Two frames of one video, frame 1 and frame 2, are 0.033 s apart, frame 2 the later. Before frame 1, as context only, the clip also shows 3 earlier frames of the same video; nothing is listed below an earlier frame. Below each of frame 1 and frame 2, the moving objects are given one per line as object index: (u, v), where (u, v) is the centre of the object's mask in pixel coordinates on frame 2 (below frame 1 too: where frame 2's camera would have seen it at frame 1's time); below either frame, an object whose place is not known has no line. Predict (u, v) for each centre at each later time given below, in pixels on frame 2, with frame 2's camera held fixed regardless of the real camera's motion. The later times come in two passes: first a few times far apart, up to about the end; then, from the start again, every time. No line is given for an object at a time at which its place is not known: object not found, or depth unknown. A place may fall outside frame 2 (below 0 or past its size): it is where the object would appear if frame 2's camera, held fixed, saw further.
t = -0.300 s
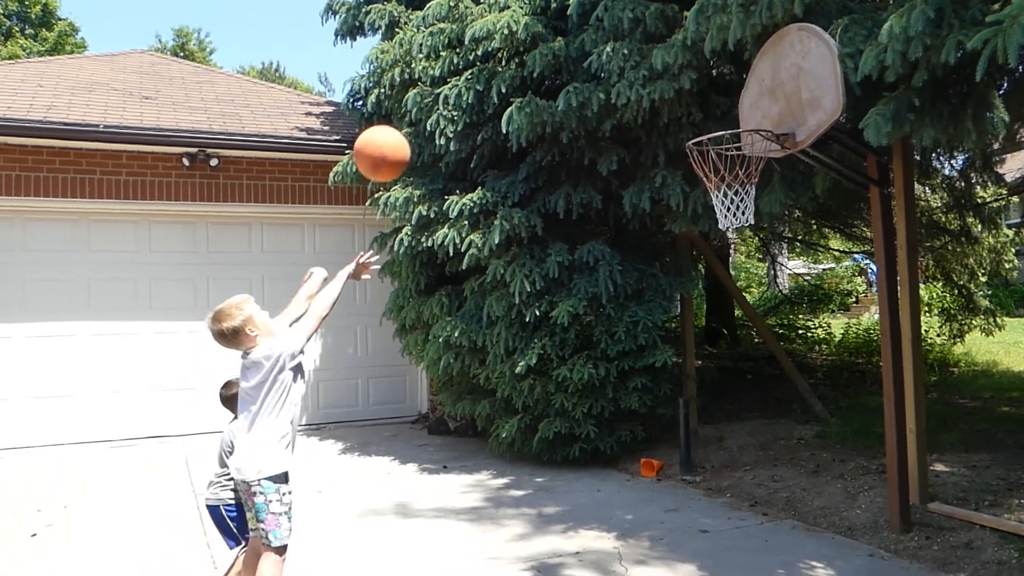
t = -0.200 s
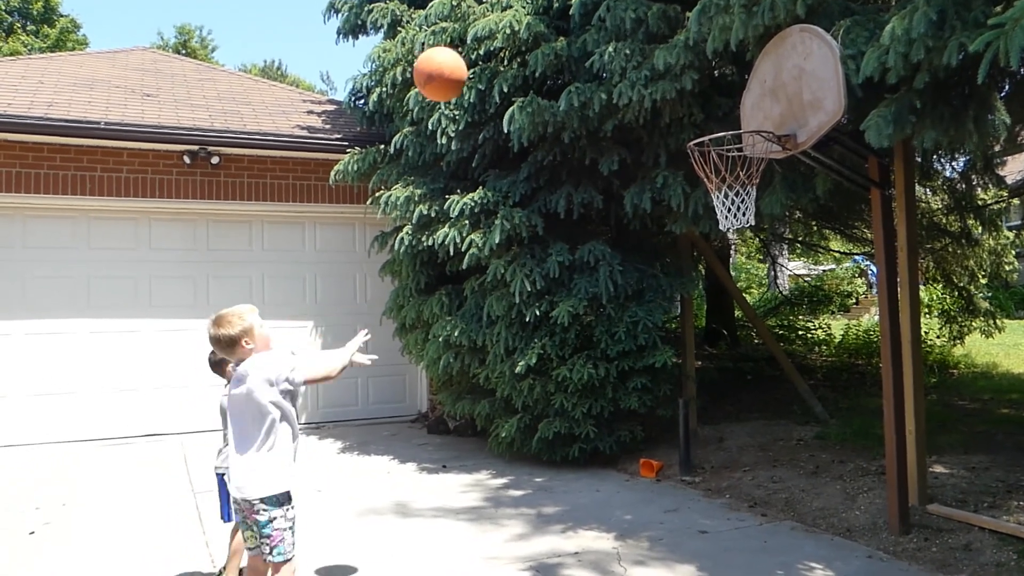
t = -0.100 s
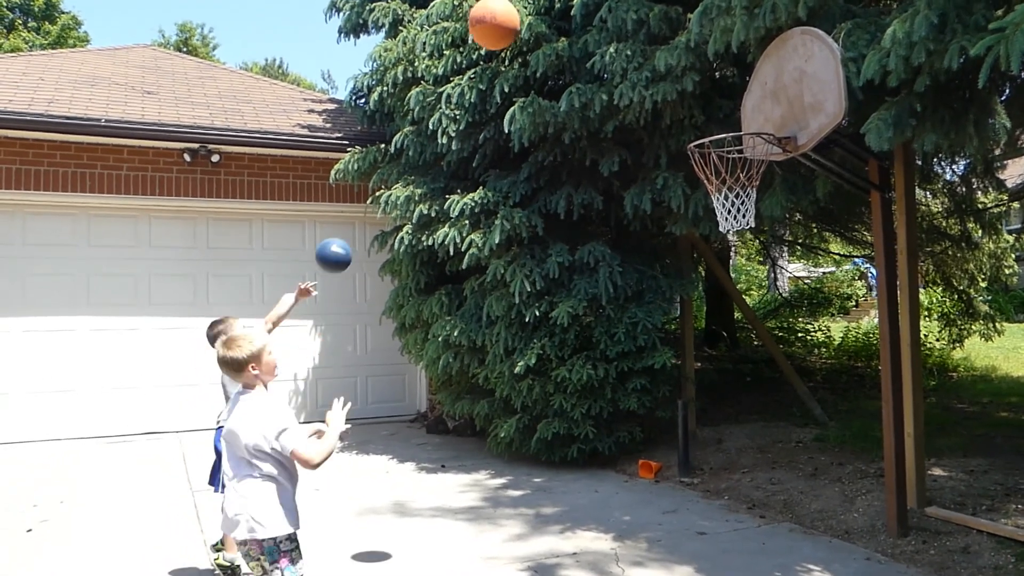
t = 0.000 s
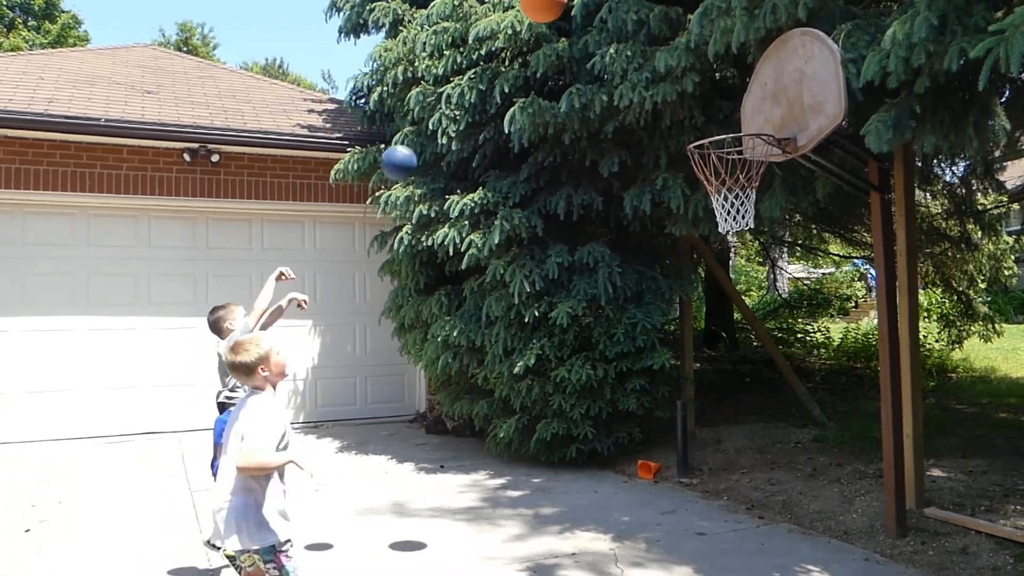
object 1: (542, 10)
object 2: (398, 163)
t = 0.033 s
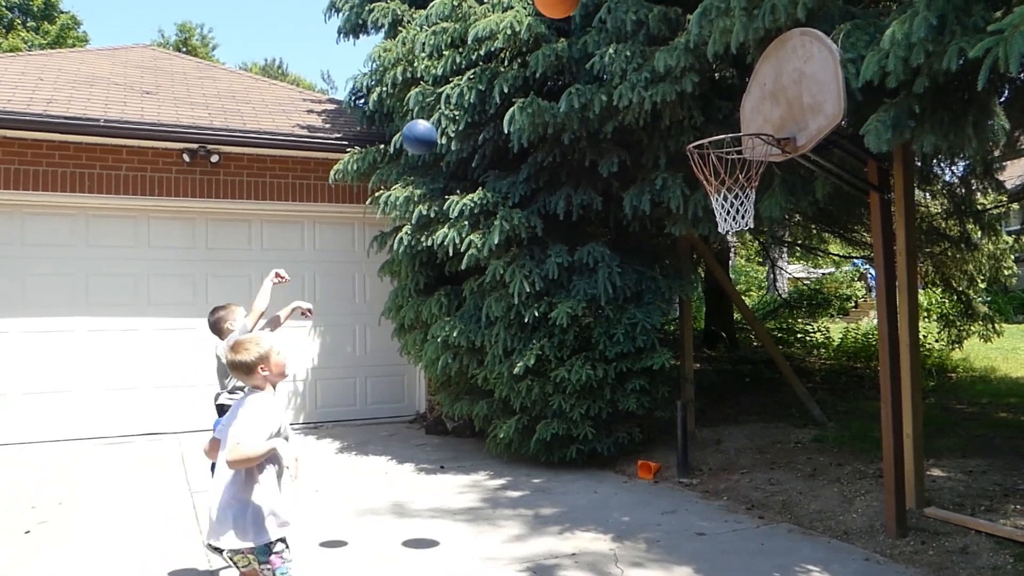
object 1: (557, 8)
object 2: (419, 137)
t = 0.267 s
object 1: (655, 23)
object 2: (560, 21)
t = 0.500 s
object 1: (740, 141)
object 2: (687, 12)
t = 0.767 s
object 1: (706, 176)
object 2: (745, 86)
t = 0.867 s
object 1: (706, 186)
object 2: (724, 128)
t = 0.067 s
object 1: (572, 7)
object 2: (440, 113)
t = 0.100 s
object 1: (587, 7)
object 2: (461, 92)
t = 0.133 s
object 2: (481, 73)
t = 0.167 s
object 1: (615, 10)
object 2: (501, 56)
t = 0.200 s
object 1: (628, 13)
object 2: (521, 42)
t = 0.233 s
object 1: (642, 17)
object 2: (541, 30)
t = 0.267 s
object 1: (655, 23)
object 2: (560, 21)
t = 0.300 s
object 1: (668, 35)
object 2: (579, 14)
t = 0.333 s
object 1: (681, 49)
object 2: (597, 11)
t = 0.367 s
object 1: (693, 64)
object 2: (616, 9)
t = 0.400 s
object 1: (705, 81)
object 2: (634, 8)
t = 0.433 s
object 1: (717, 100)
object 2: (651, 9)
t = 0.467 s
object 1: (728, 118)
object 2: (670, 10)
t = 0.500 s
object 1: (740, 141)
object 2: (687, 12)
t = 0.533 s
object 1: (735, 151)
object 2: (705, 15)
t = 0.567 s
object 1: (729, 161)
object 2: (722, 22)
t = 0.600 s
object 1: (722, 172)
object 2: (737, 30)
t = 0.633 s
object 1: (717, 177)
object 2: (750, 42)
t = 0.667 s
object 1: (713, 176)
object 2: (764, 54)
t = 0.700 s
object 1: (709, 175)
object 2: (760, 63)
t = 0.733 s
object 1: (707, 175)
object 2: (752, 74)
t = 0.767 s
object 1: (706, 176)
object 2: (745, 86)
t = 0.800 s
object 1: (705, 178)
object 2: (738, 100)
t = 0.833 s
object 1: (705, 181)
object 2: (731, 117)
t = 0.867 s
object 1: (706, 186)
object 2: (724, 128)
